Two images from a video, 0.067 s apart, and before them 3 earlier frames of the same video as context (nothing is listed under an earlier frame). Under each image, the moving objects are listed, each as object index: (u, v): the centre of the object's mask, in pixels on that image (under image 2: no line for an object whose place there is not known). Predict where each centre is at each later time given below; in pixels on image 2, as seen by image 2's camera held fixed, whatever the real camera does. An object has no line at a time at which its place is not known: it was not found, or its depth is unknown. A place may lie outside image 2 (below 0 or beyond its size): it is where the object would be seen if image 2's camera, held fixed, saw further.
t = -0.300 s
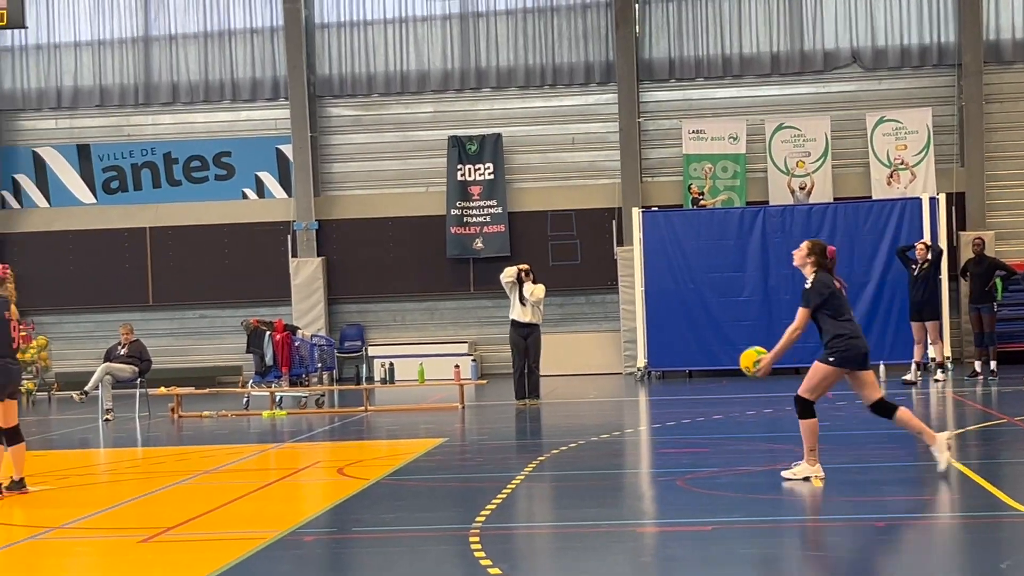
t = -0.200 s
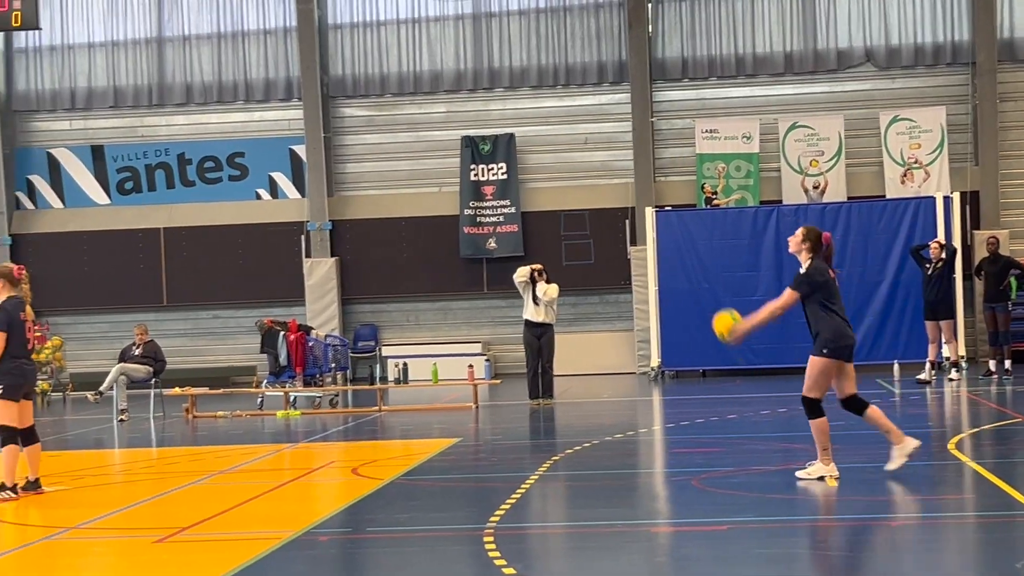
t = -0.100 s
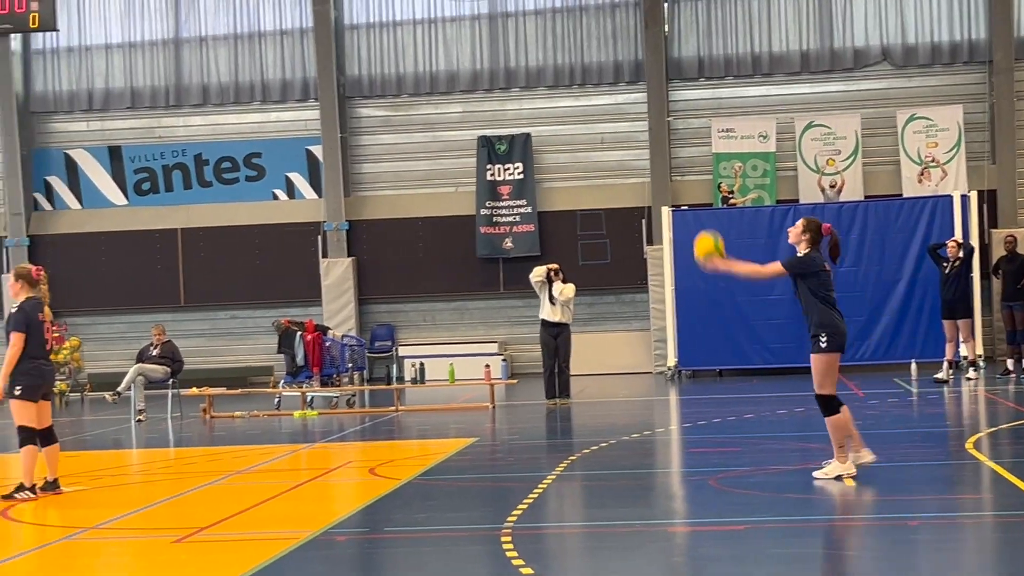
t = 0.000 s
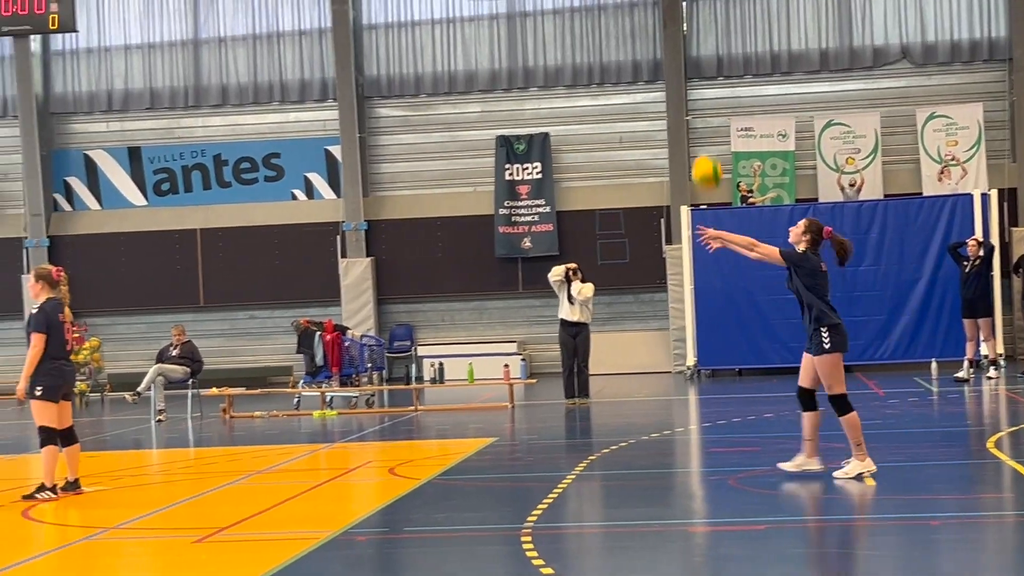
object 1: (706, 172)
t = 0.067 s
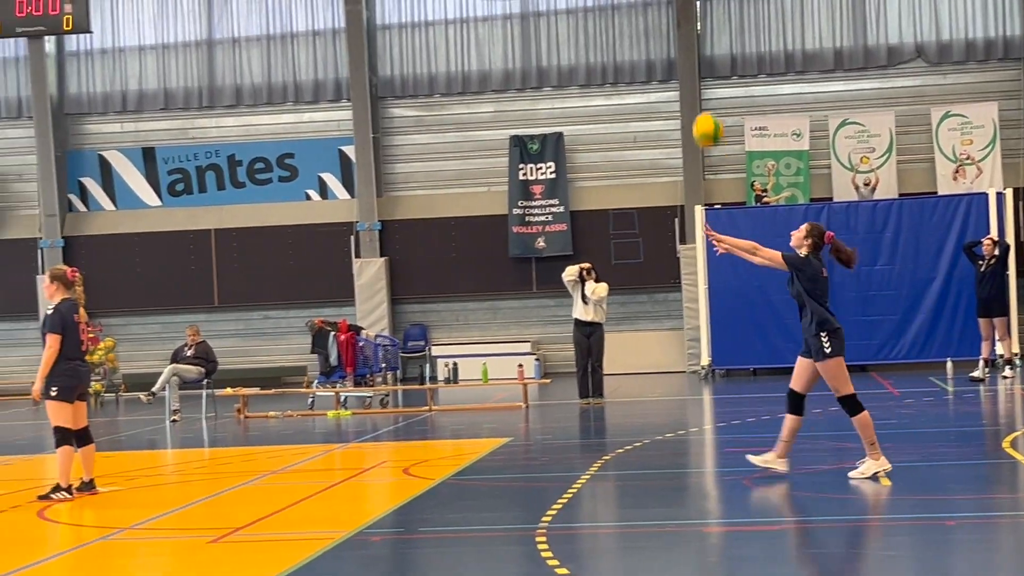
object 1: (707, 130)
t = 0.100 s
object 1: (700, 112)
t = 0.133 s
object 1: (694, 96)
